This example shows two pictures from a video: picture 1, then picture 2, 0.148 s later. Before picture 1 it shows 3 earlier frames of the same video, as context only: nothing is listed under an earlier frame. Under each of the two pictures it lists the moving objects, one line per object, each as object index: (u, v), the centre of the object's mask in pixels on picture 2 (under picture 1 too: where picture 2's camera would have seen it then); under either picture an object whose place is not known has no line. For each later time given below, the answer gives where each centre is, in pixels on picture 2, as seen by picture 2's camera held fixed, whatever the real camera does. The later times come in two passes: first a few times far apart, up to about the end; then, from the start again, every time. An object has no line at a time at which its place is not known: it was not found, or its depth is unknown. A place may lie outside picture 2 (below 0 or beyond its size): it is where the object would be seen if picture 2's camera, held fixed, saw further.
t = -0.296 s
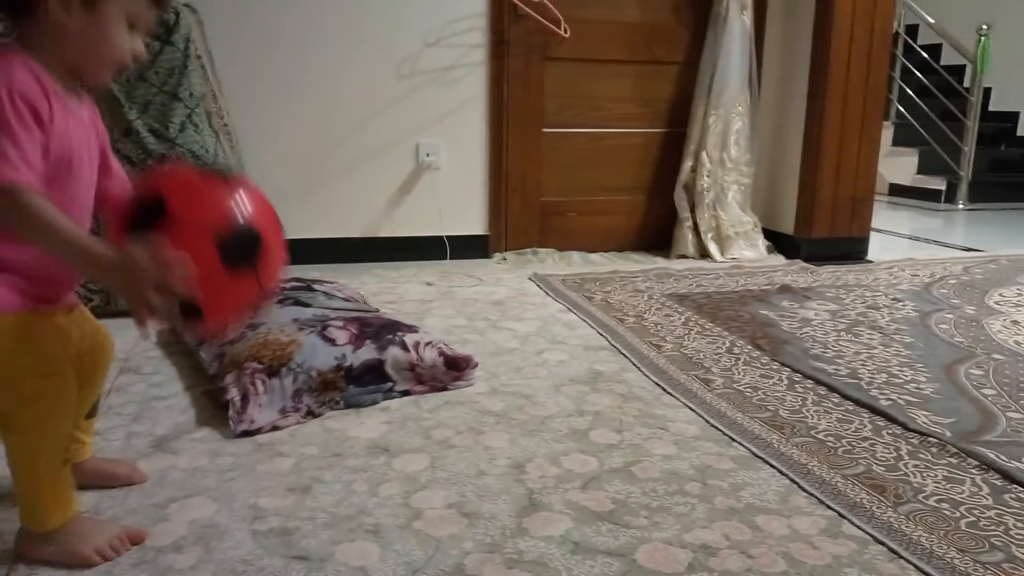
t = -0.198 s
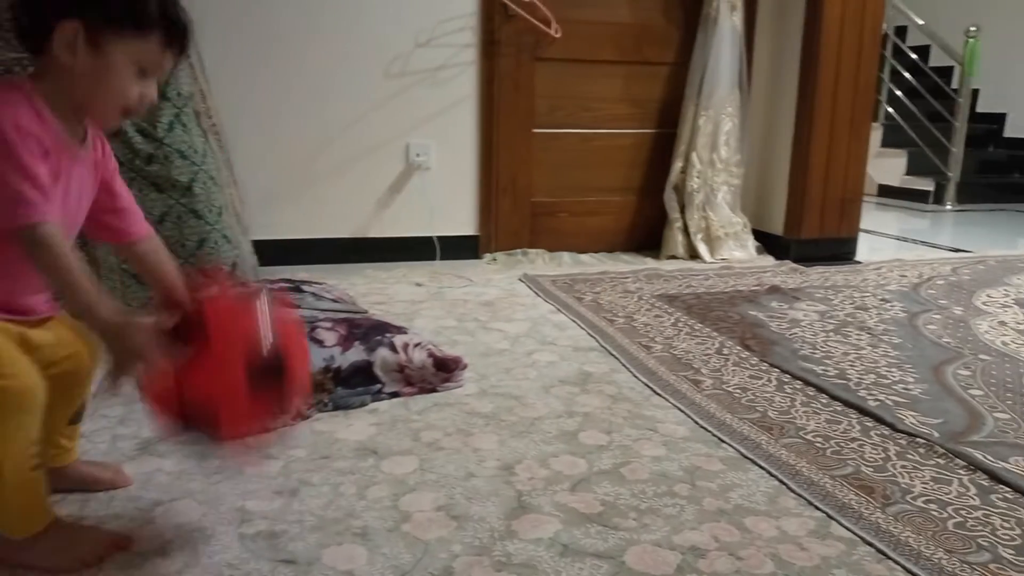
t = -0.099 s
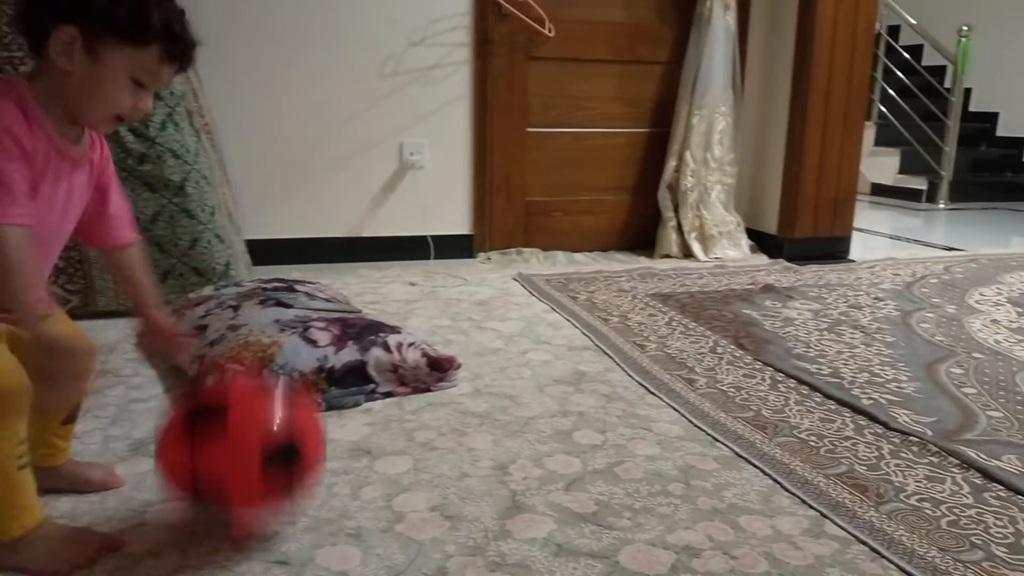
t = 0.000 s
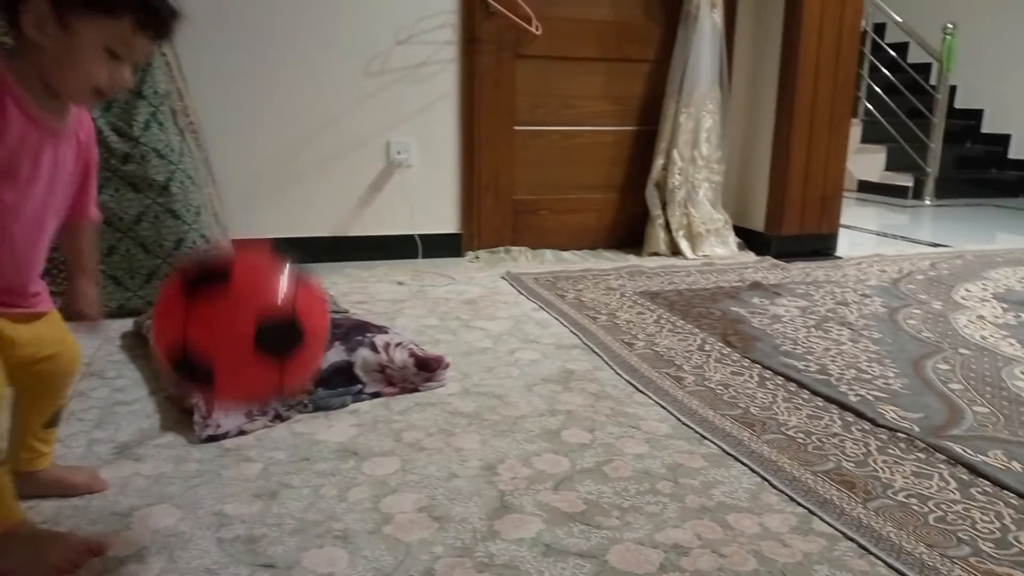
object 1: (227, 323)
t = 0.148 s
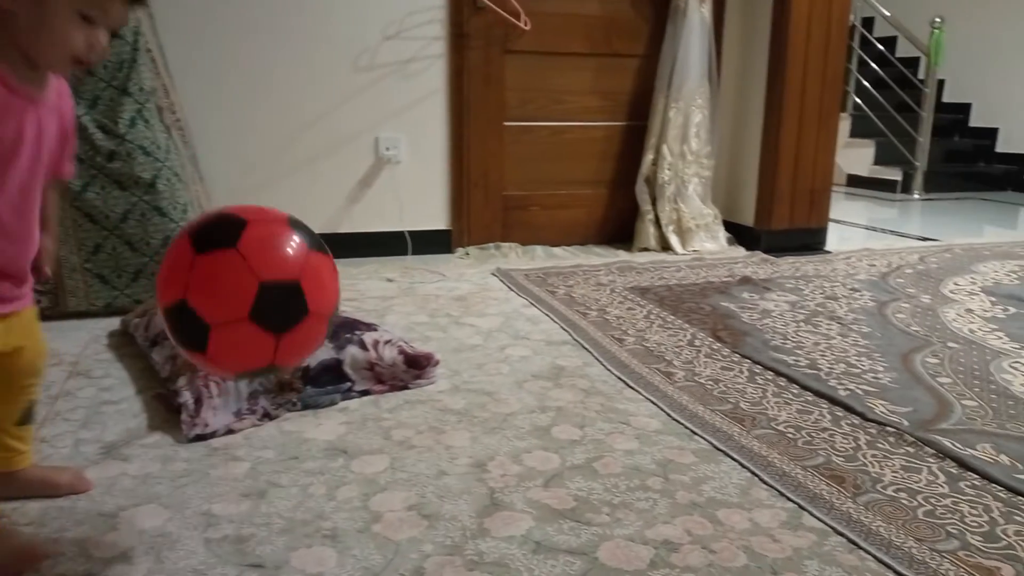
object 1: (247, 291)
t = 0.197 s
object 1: (257, 302)
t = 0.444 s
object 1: (313, 351)
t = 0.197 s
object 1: (257, 302)
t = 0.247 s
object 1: (276, 358)
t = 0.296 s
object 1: (289, 406)
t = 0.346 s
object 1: (297, 455)
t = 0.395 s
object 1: (303, 422)
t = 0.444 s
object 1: (313, 351)
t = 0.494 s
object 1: (319, 331)
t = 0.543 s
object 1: (324, 324)
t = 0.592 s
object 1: (332, 325)
